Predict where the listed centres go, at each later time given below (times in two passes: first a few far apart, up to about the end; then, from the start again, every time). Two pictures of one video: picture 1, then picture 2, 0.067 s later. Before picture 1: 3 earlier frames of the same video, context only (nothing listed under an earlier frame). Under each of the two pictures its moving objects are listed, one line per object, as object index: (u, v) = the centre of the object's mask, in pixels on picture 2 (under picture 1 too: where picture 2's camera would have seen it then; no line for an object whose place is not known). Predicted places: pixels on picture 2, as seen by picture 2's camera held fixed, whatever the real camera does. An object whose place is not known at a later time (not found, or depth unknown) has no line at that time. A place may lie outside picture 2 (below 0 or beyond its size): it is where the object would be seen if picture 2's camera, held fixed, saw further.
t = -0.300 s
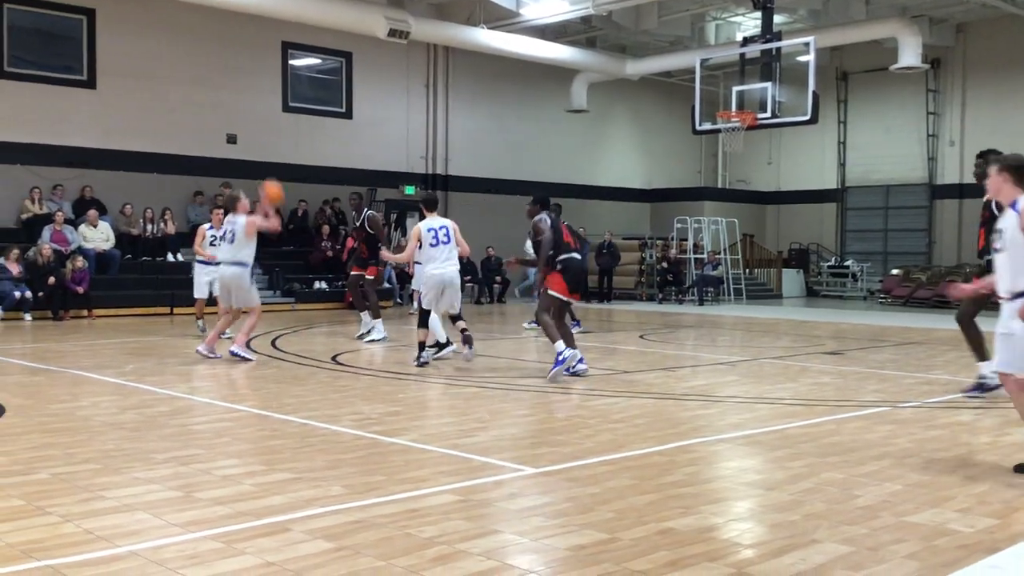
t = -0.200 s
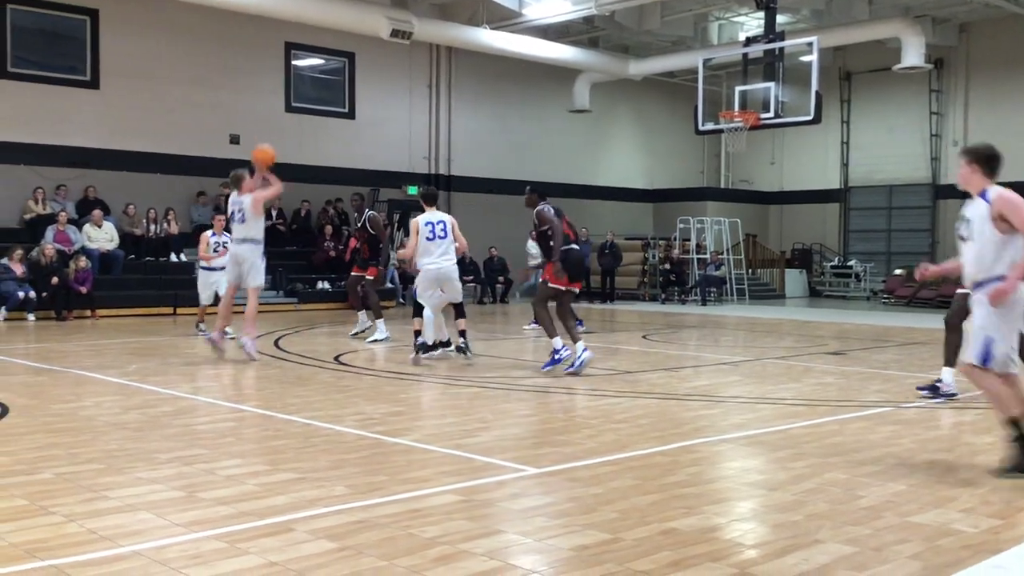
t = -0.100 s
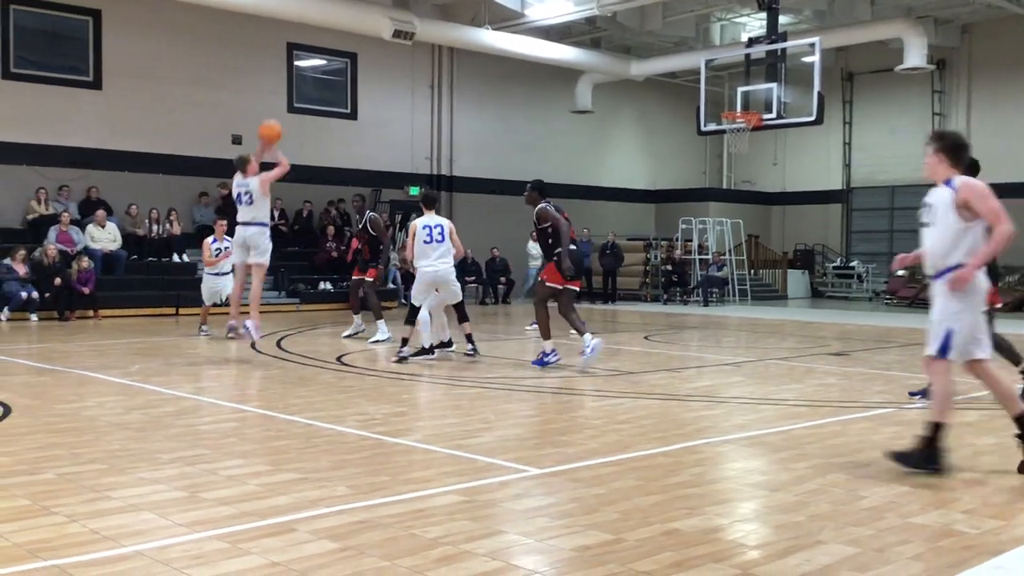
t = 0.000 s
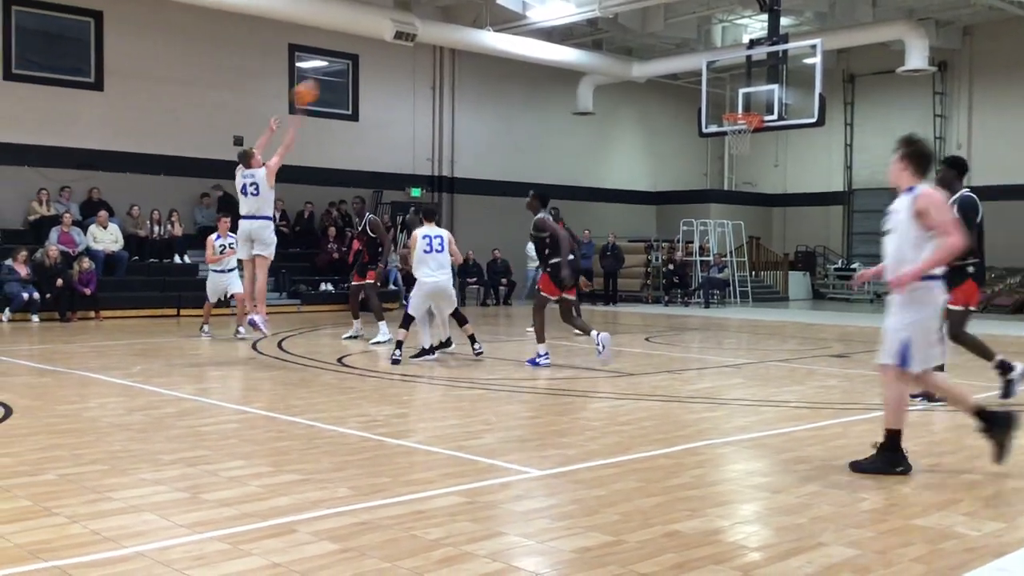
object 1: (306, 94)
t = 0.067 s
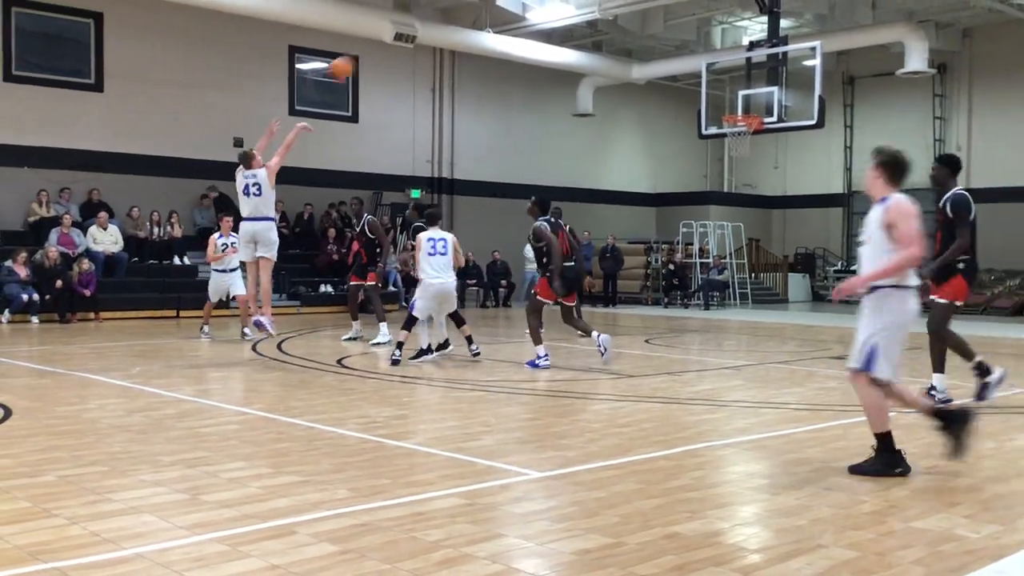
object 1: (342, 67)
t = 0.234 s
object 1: (426, 22)
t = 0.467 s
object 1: (532, 2)
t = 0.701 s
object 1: (629, 26)
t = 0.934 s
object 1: (714, 88)
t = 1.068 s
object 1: (749, 135)
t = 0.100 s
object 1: (359, 56)
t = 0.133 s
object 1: (374, 47)
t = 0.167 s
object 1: (392, 37)
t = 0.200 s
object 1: (410, 30)
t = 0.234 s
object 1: (426, 22)
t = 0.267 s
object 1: (443, 16)
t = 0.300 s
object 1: (458, 12)
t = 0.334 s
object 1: (474, 7)
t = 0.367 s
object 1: (488, 5)
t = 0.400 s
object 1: (503, 2)
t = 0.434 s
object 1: (519, 2)
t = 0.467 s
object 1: (532, 2)
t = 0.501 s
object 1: (546, 1)
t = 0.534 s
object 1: (562, 4)
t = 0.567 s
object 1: (576, 7)
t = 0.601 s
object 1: (589, 11)
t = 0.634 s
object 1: (604, 15)
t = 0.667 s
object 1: (614, 20)
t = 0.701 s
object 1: (629, 26)
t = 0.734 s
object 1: (642, 32)
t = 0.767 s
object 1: (654, 40)
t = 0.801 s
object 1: (666, 47)
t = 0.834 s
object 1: (679, 56)
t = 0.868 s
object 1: (692, 67)
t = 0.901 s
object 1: (702, 77)
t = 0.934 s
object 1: (714, 88)
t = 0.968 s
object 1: (724, 99)
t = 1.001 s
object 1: (736, 109)
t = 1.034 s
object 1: (754, 125)
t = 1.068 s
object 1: (749, 135)
